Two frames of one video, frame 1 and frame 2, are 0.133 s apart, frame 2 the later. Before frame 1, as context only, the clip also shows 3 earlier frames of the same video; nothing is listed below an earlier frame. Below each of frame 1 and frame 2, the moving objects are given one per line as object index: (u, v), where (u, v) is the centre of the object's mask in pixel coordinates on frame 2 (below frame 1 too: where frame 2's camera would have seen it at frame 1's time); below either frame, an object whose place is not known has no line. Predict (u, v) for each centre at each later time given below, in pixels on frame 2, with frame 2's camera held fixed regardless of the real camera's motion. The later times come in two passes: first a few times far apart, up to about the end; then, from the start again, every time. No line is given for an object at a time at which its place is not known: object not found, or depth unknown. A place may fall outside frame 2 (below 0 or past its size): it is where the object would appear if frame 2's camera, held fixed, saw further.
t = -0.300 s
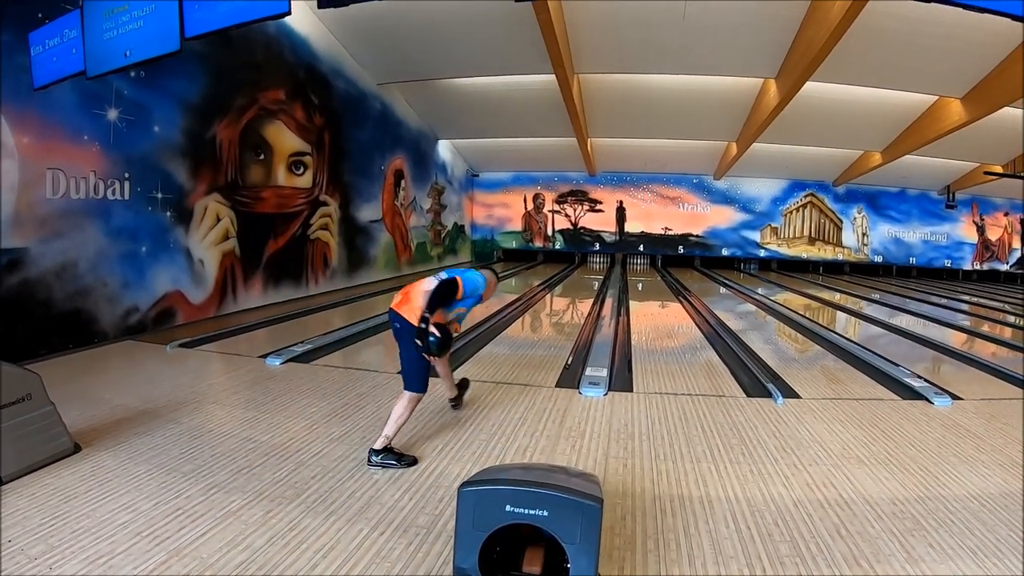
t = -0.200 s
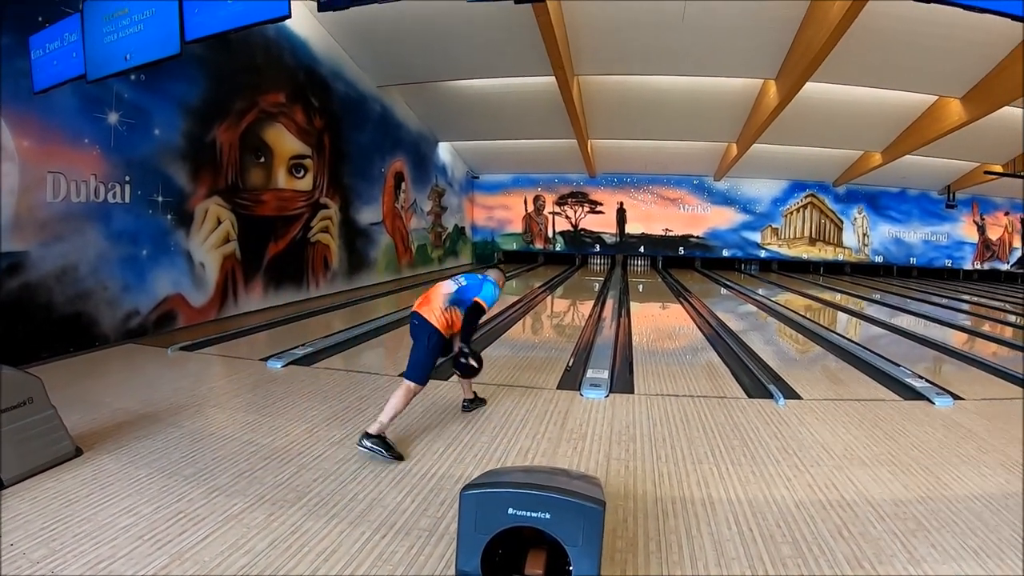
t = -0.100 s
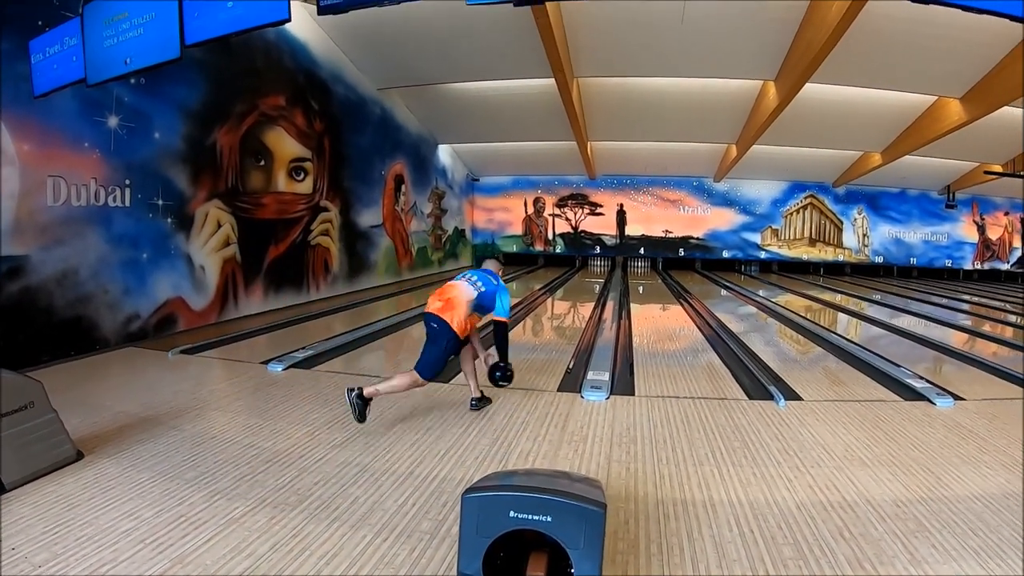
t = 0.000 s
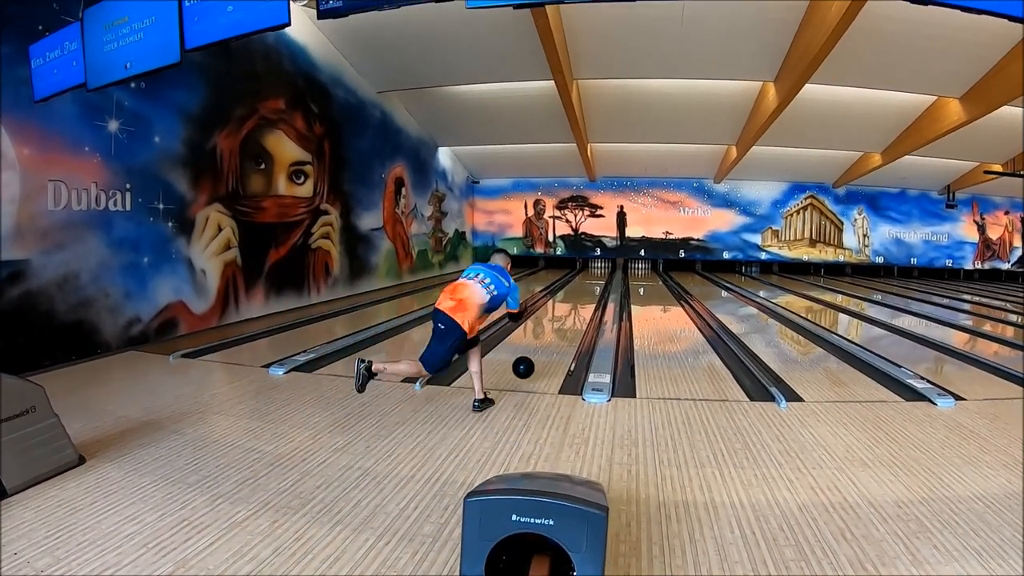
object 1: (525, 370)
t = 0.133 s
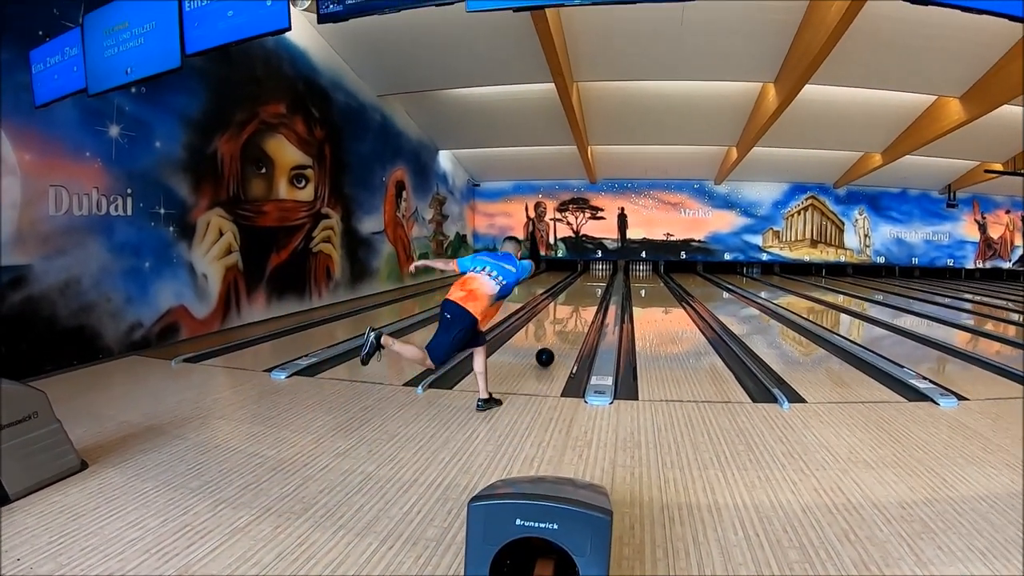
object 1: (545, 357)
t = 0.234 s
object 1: (556, 345)
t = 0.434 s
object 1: (572, 326)
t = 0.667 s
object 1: (585, 310)
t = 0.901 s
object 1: (595, 300)
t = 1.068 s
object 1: (601, 295)
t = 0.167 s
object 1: (549, 353)
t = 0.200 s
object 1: (552, 349)
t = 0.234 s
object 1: (556, 345)
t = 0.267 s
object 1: (559, 341)
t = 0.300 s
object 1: (562, 338)
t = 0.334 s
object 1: (565, 334)
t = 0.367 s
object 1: (567, 331)
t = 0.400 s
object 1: (570, 328)
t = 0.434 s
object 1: (572, 326)
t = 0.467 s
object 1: (574, 323)
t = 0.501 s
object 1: (576, 320)
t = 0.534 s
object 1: (578, 318)
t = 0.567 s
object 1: (580, 316)
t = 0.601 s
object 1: (582, 314)
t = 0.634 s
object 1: (584, 312)
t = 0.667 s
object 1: (585, 310)
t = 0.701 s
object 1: (587, 308)
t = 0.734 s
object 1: (588, 306)
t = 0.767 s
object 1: (590, 305)
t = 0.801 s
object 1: (591, 303)
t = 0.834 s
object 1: (592, 302)
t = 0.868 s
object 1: (594, 301)
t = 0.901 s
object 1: (595, 300)
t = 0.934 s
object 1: (596, 299)
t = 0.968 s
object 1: (598, 298)
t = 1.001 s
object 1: (599, 297)
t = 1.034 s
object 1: (600, 295)
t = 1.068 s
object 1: (601, 295)
